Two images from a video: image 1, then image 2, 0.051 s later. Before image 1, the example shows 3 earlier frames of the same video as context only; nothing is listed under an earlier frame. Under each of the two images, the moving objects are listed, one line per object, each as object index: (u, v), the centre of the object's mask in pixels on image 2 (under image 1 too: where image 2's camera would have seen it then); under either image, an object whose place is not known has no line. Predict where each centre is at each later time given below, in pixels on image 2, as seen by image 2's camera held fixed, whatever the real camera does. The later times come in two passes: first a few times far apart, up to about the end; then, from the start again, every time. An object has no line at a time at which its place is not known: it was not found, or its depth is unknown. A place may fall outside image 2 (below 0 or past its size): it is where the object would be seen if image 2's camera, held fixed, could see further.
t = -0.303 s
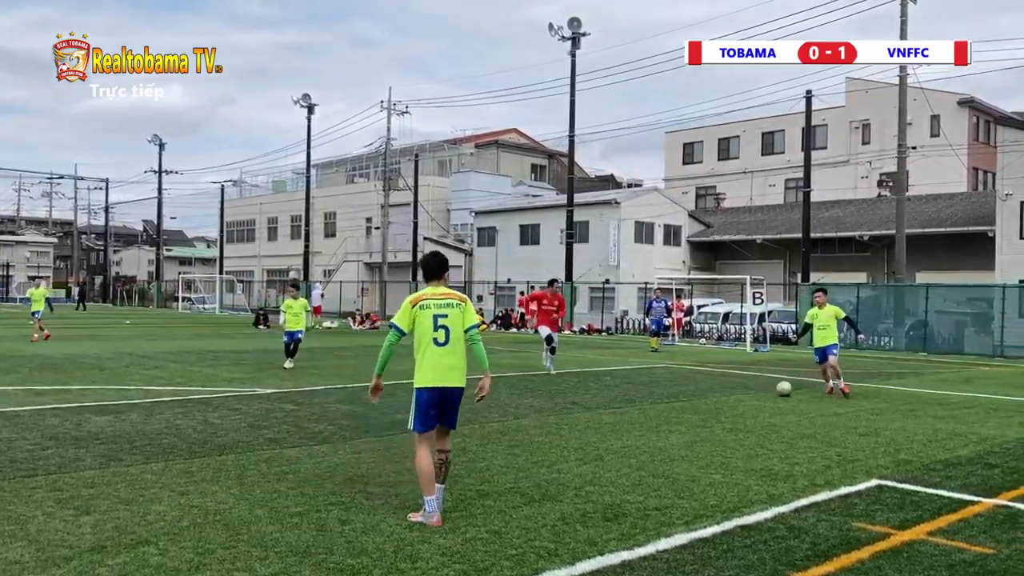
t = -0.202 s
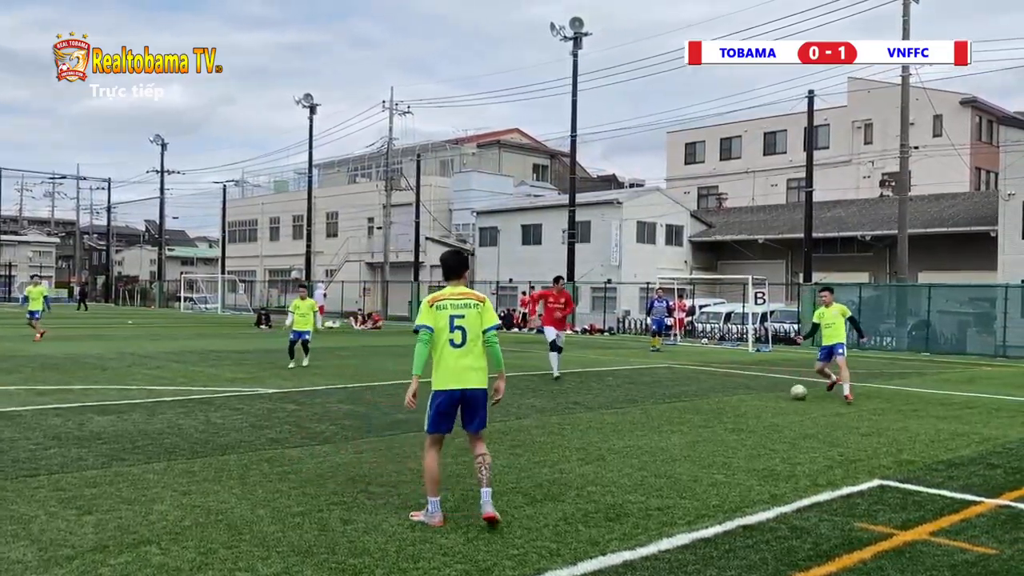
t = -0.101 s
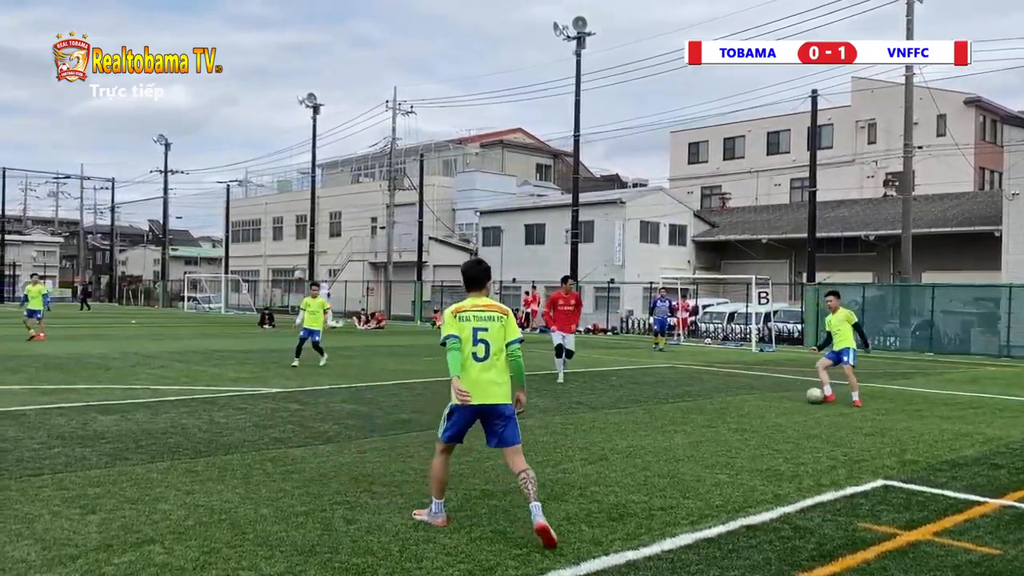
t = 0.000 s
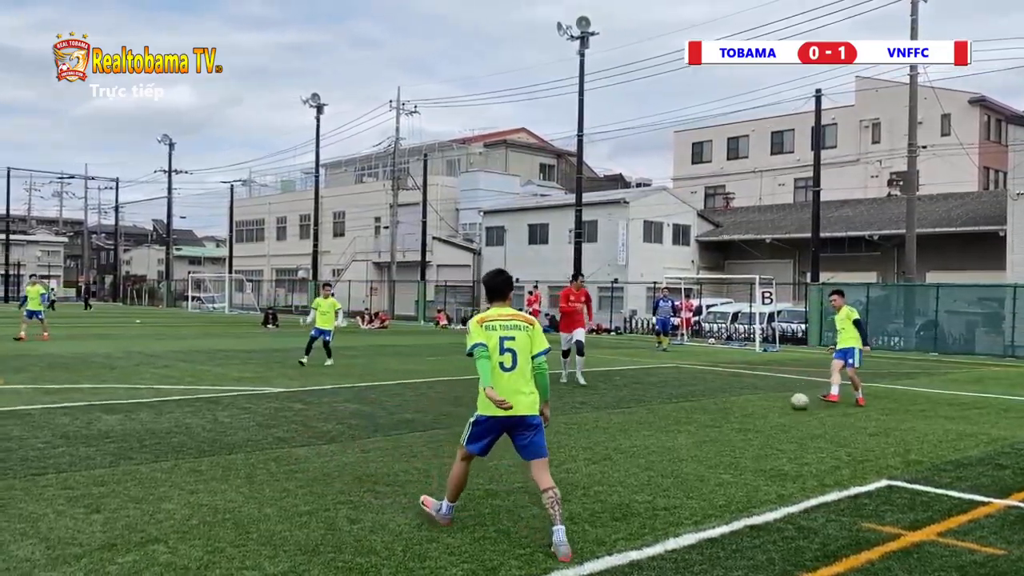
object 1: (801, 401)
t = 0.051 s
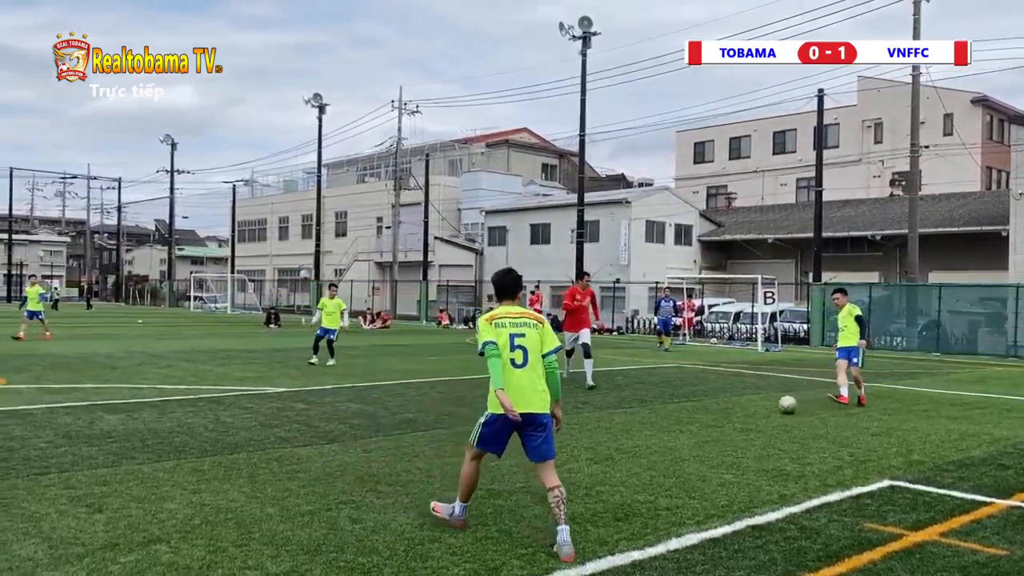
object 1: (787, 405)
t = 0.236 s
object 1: (731, 419)
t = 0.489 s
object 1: (653, 439)
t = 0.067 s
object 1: (782, 406)
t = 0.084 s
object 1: (777, 407)
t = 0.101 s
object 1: (772, 409)
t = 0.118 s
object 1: (767, 411)
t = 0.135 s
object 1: (762, 412)
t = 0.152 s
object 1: (757, 413)
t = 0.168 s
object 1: (752, 415)
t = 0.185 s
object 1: (747, 415)
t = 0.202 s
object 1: (742, 416)
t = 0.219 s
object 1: (737, 418)
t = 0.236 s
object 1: (731, 419)
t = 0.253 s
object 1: (726, 421)
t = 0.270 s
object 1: (721, 422)
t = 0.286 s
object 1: (716, 424)
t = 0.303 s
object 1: (711, 425)
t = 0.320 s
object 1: (705, 426)
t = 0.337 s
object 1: (700, 427)
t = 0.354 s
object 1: (695, 428)
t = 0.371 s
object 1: (690, 429)
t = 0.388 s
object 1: (685, 431)
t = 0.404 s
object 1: (679, 433)
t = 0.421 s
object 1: (673, 435)
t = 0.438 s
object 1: (669, 436)
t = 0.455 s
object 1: (663, 437)
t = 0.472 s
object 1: (658, 438)
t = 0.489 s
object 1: (653, 439)
